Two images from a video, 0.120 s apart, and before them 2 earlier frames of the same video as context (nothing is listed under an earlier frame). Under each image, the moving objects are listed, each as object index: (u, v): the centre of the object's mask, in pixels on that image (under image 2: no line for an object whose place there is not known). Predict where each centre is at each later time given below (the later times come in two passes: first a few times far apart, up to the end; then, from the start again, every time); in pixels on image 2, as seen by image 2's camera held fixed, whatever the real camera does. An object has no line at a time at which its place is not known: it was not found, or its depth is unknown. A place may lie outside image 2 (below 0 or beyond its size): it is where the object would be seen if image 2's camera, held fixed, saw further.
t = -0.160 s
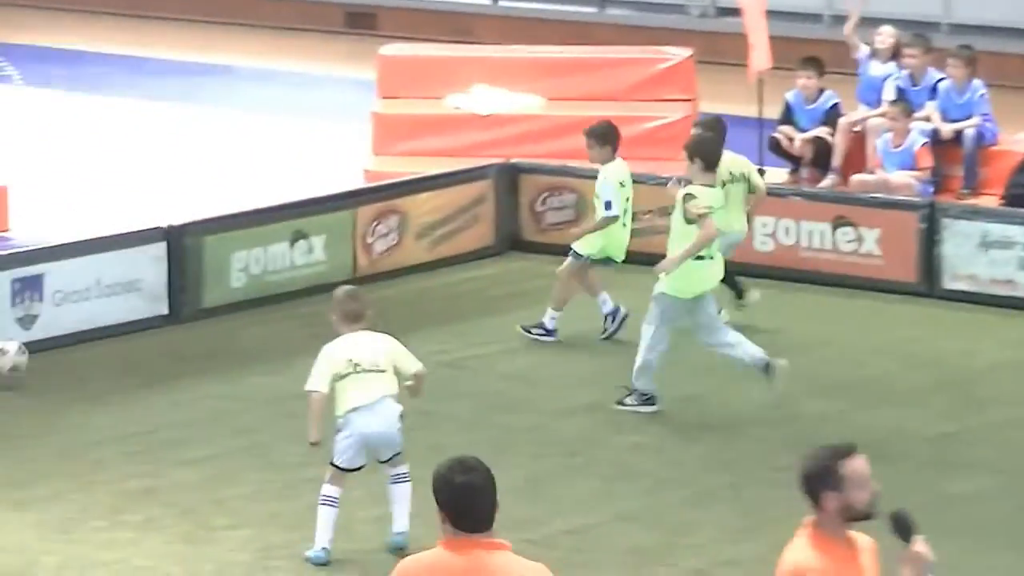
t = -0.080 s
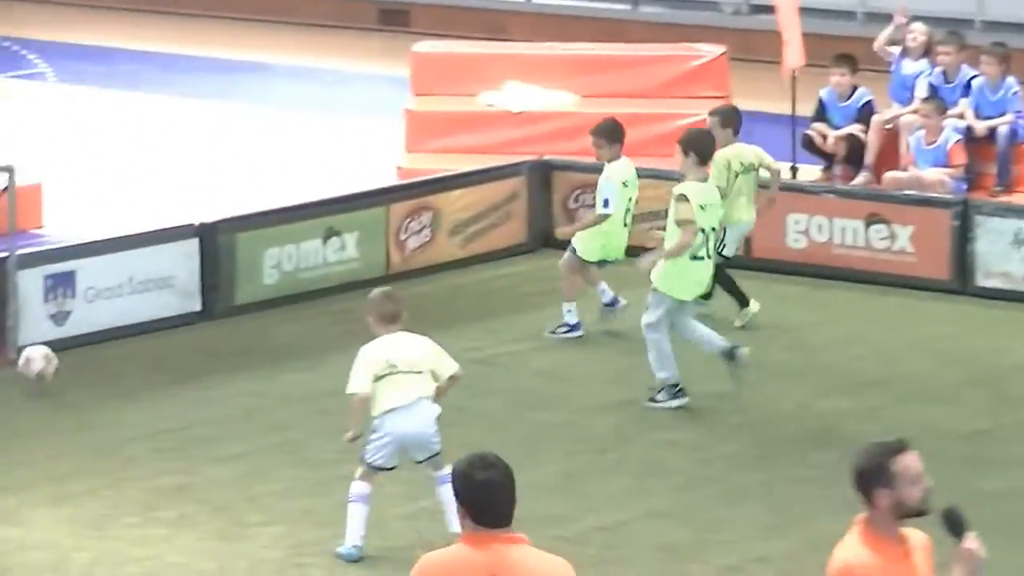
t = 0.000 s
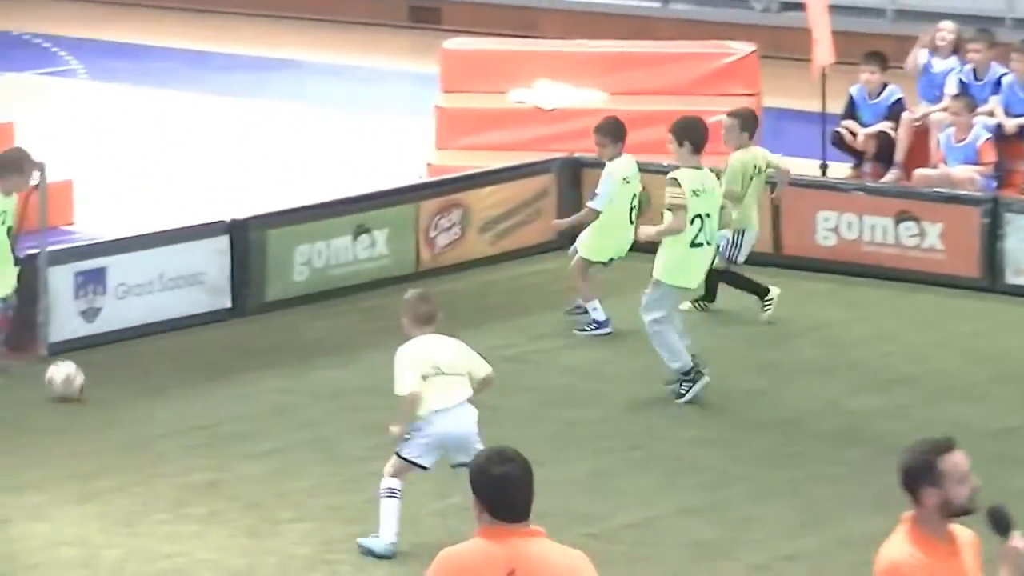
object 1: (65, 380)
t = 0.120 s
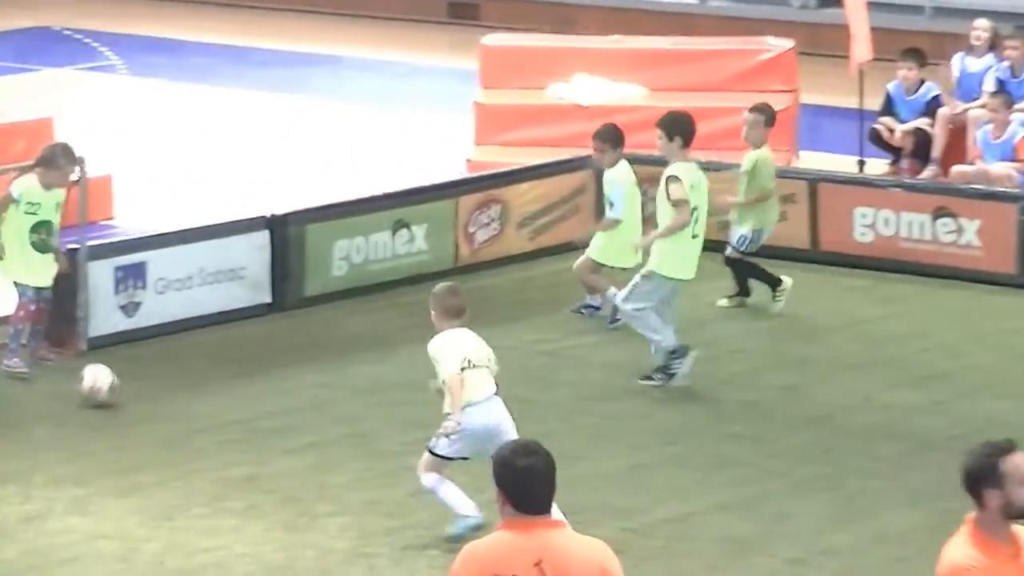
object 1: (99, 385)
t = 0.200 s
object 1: (94, 396)
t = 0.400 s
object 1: (79, 420)
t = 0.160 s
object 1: (96, 392)
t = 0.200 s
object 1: (94, 396)
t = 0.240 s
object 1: (91, 400)
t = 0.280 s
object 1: (87, 406)
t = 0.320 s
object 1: (86, 410)
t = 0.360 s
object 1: (83, 416)
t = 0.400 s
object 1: (79, 420)
